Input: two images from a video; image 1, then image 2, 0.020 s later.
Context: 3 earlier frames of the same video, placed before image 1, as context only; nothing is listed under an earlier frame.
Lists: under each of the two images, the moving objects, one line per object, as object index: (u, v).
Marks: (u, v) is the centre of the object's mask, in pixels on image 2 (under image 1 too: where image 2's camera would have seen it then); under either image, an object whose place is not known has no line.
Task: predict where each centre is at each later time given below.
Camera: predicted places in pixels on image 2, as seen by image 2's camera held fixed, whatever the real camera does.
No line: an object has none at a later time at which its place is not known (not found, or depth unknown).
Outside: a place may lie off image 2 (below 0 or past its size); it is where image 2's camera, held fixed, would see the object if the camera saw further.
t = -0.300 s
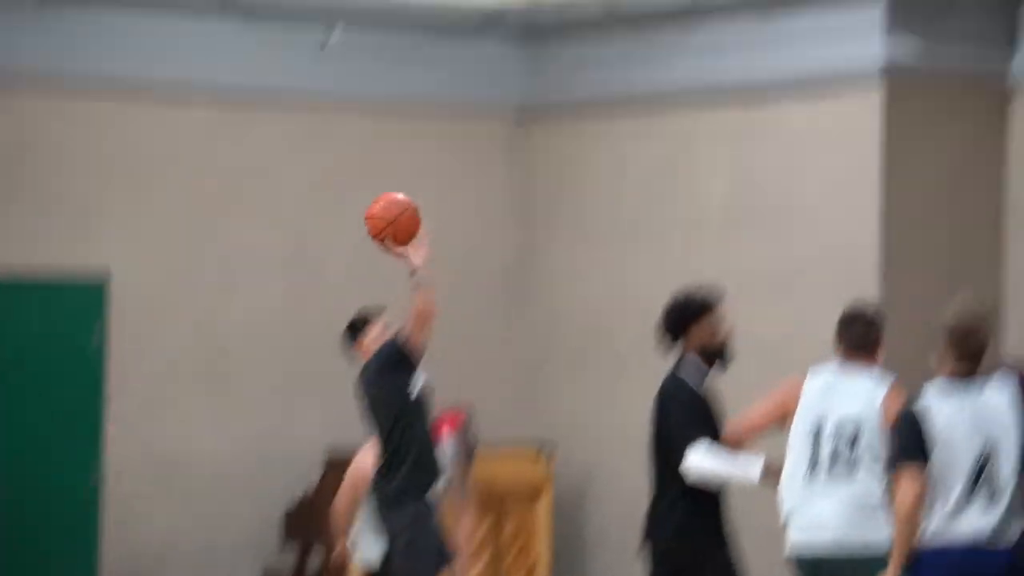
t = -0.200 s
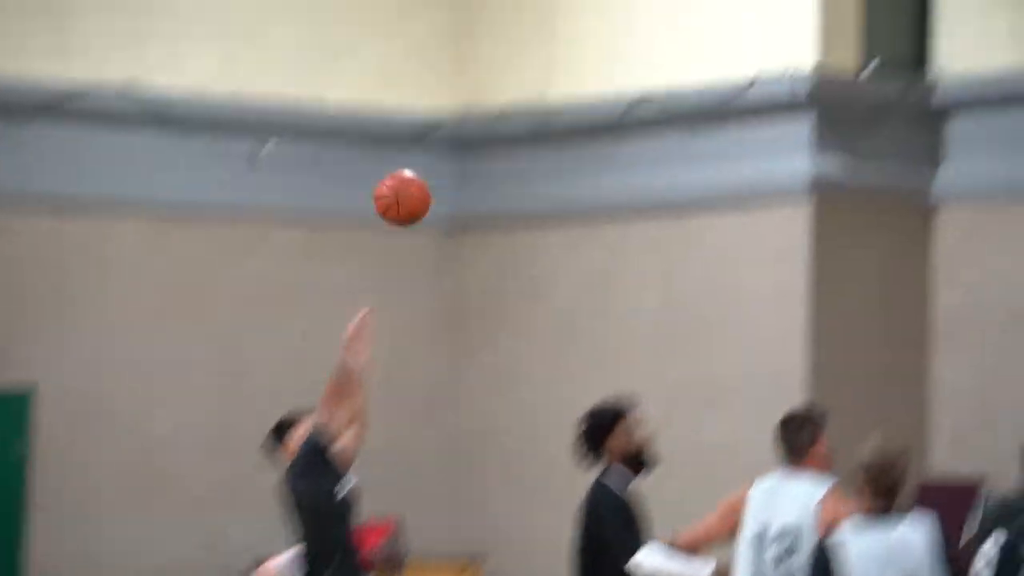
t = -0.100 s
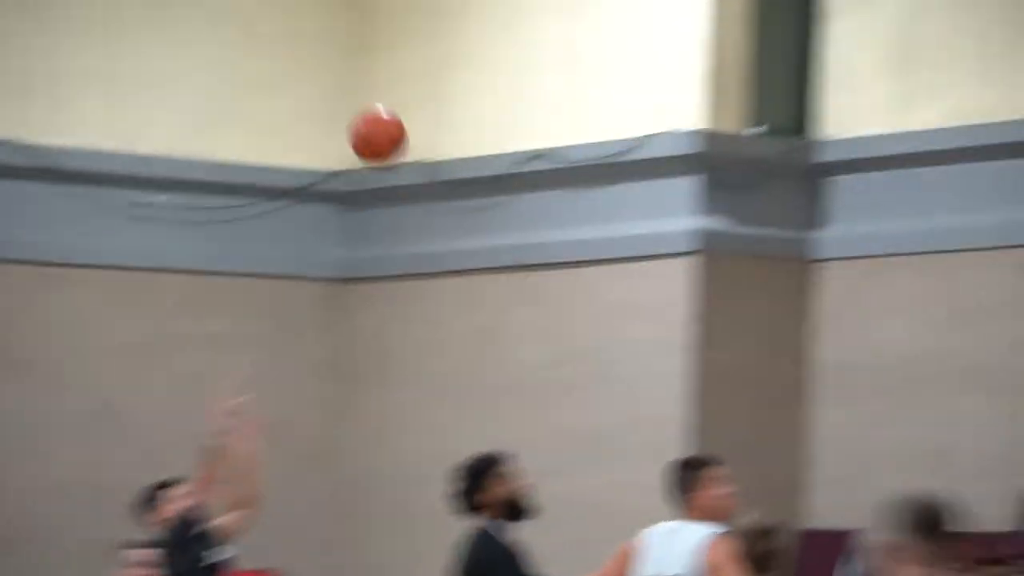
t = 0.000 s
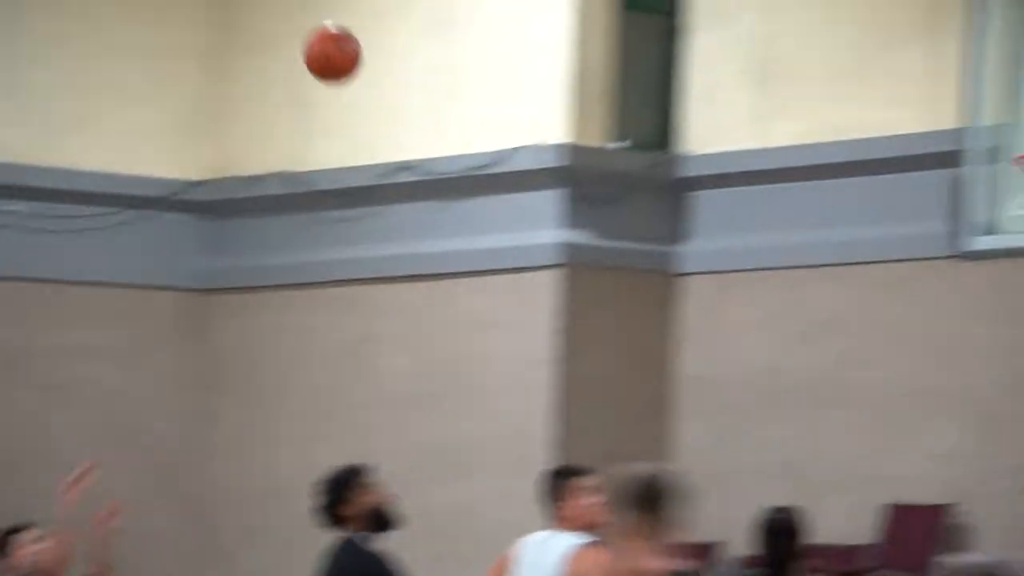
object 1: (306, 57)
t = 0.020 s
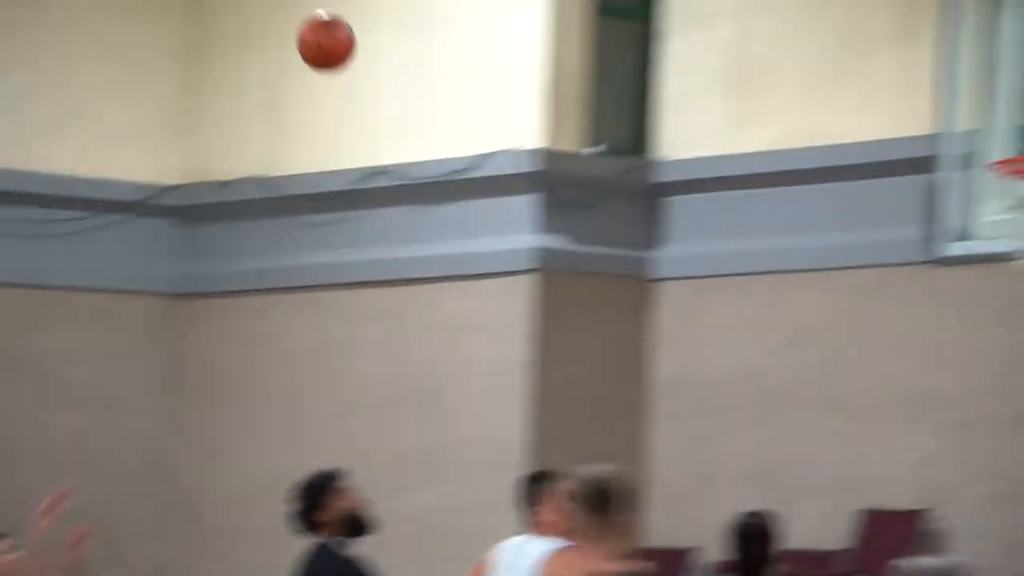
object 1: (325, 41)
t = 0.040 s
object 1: (344, 26)
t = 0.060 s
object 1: (363, 15)
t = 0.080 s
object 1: (380, 4)
